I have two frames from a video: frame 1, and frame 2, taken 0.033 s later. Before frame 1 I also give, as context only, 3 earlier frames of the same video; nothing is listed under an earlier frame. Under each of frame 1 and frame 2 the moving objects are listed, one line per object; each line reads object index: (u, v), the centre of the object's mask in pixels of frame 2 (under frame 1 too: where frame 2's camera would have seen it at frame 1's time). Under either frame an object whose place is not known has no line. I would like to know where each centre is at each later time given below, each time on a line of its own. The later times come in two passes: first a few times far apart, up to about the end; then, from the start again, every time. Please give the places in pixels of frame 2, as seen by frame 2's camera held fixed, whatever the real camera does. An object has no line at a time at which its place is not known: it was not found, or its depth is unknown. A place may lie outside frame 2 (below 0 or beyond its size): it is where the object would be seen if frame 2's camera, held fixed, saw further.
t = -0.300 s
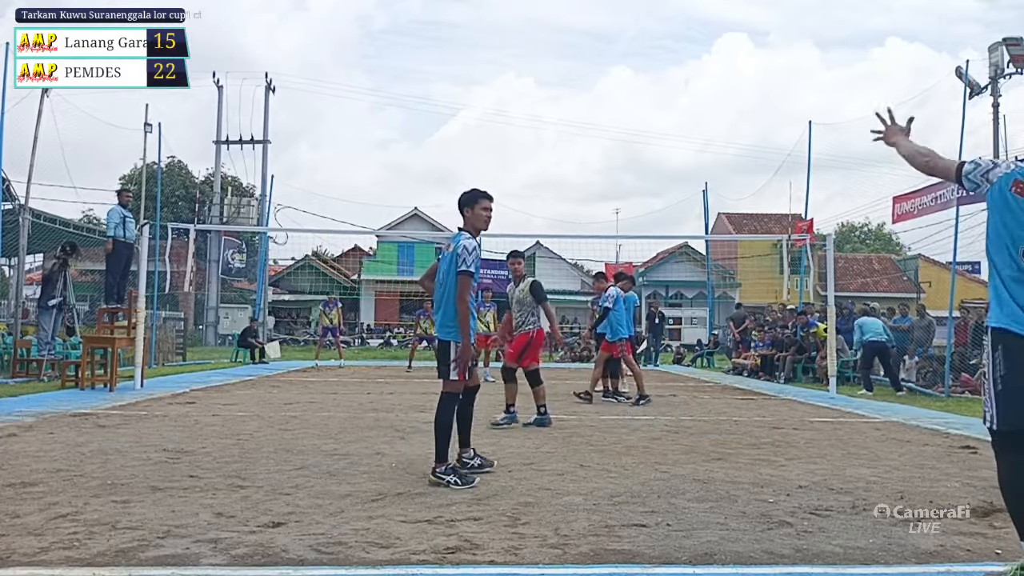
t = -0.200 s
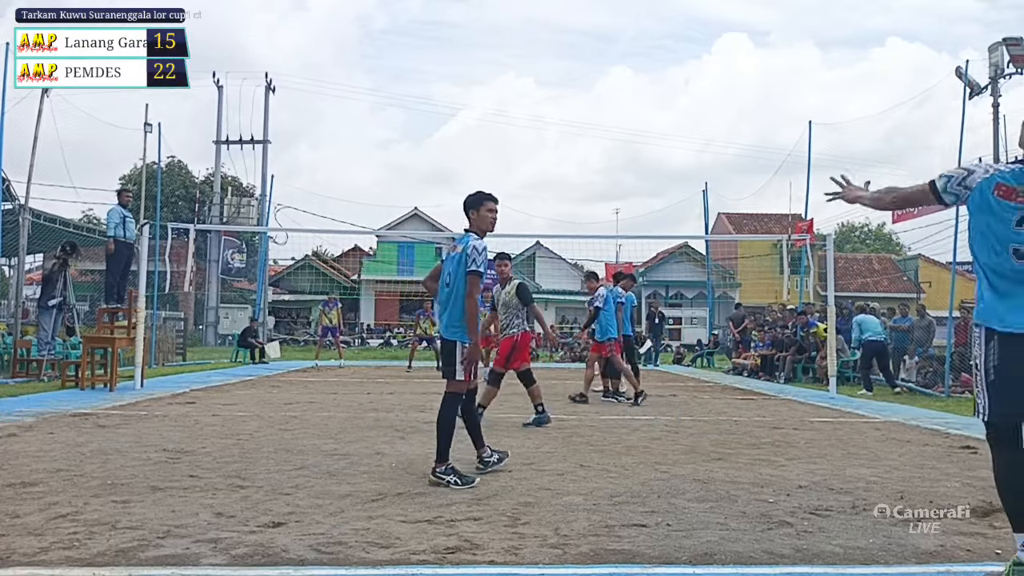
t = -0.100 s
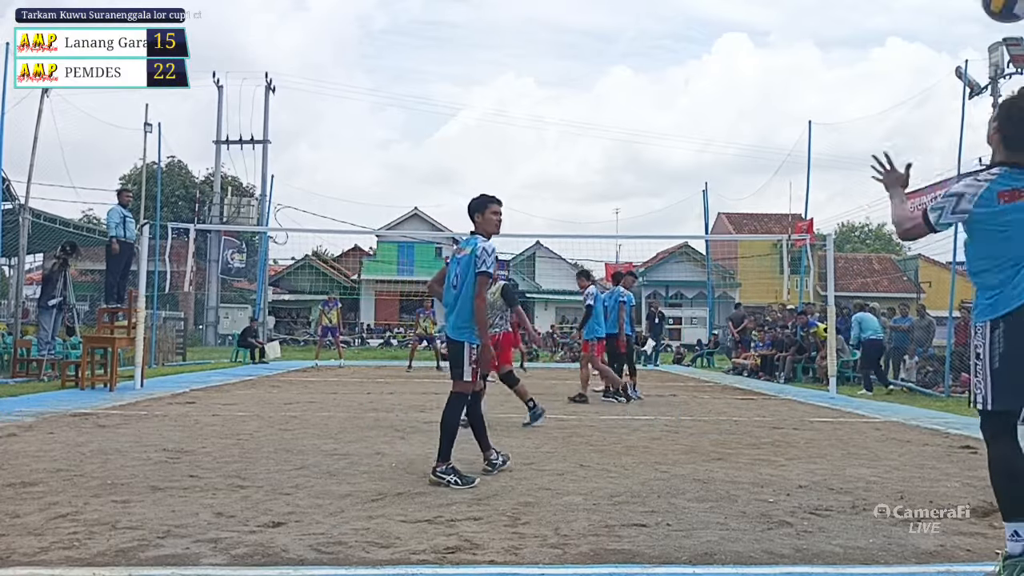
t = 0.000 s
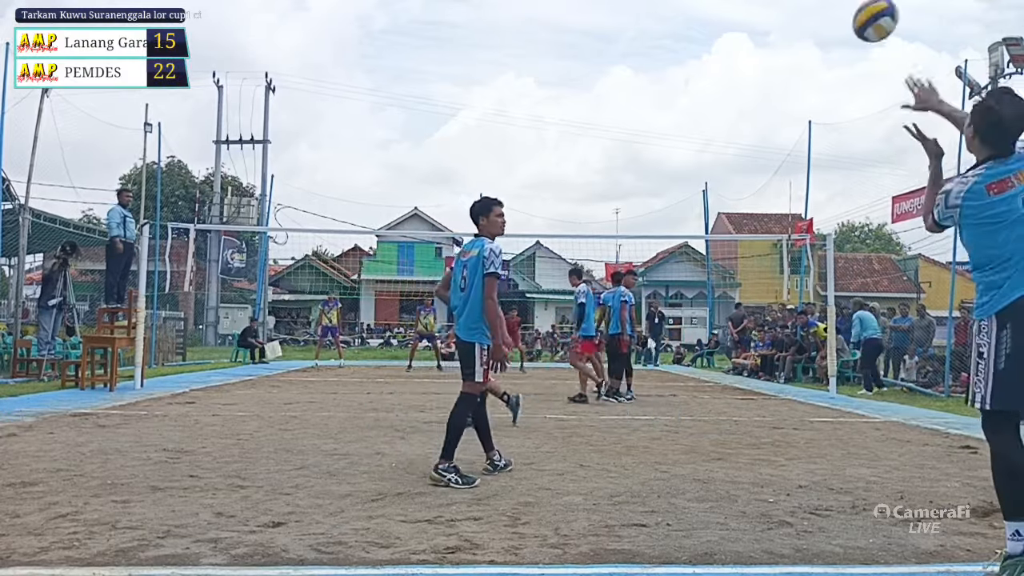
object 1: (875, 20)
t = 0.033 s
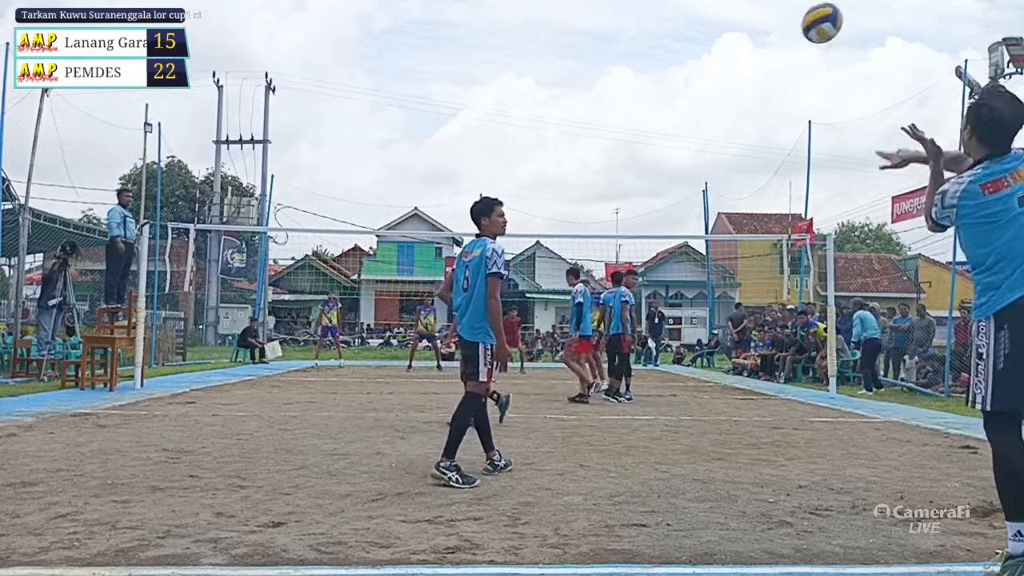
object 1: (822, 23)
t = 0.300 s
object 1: (616, 82)
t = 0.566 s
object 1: (549, 157)
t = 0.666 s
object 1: (535, 187)
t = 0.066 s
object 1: (778, 28)
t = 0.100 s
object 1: (742, 34)
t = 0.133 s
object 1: (712, 41)
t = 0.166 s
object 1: (687, 49)
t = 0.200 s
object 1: (665, 57)
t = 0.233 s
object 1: (646, 66)
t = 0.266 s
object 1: (630, 74)
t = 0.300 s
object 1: (616, 82)
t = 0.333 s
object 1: (603, 91)
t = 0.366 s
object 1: (593, 100)
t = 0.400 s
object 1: (583, 109)
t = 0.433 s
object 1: (575, 118)
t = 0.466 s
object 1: (567, 128)
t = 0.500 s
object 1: (560, 138)
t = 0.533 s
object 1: (554, 147)
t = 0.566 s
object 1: (549, 157)
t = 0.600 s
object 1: (544, 167)
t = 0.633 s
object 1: (539, 177)
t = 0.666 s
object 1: (535, 187)
